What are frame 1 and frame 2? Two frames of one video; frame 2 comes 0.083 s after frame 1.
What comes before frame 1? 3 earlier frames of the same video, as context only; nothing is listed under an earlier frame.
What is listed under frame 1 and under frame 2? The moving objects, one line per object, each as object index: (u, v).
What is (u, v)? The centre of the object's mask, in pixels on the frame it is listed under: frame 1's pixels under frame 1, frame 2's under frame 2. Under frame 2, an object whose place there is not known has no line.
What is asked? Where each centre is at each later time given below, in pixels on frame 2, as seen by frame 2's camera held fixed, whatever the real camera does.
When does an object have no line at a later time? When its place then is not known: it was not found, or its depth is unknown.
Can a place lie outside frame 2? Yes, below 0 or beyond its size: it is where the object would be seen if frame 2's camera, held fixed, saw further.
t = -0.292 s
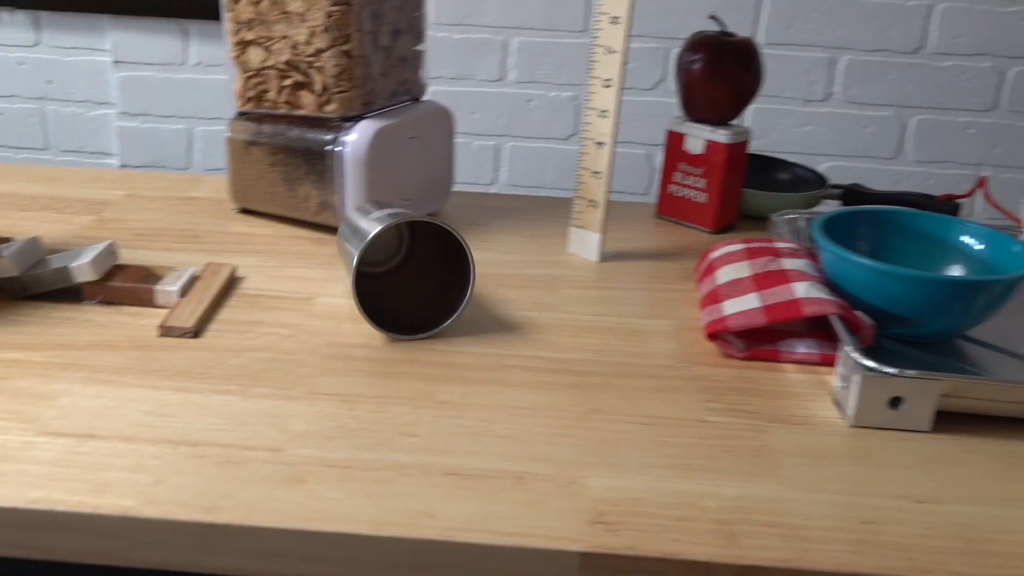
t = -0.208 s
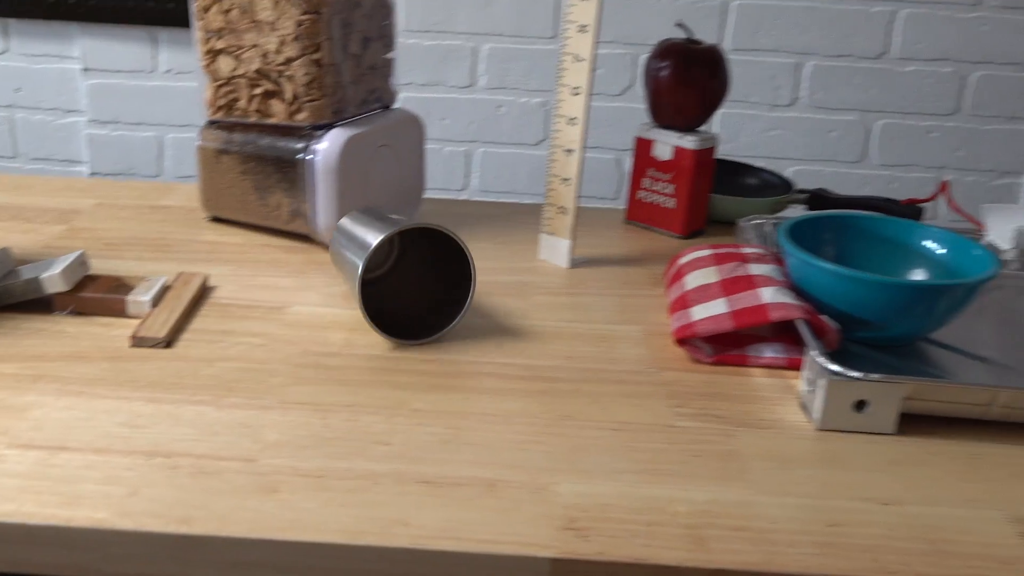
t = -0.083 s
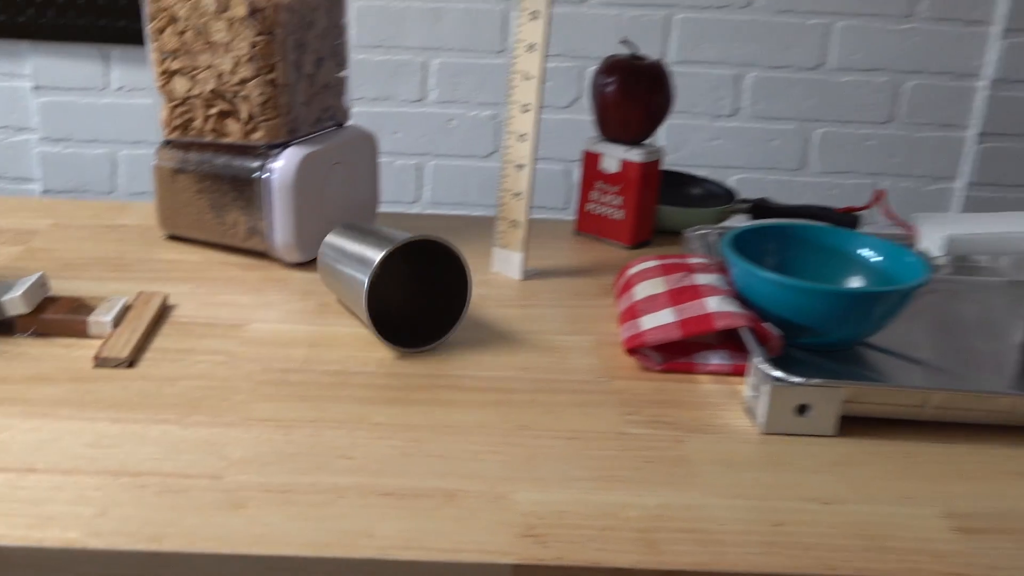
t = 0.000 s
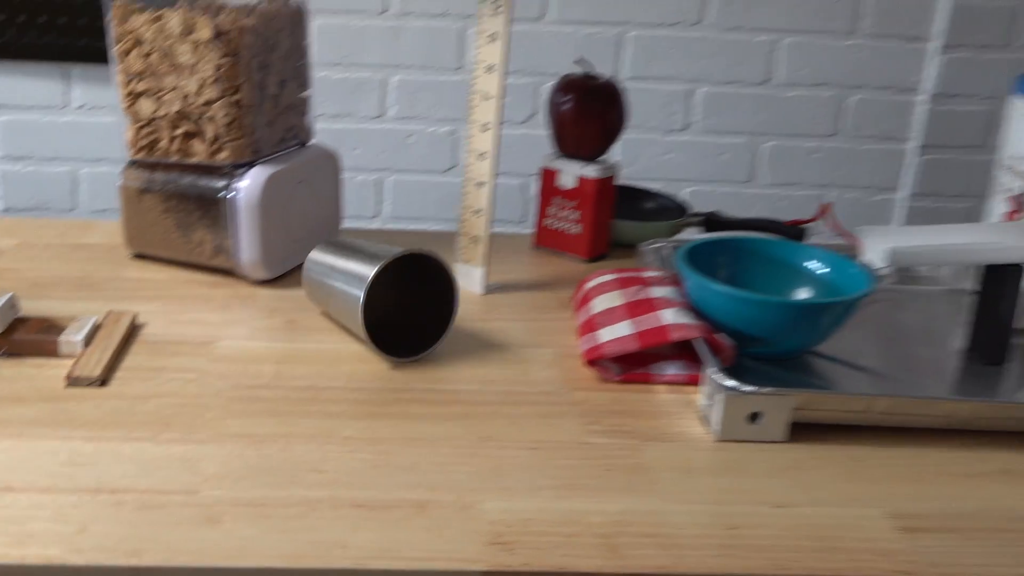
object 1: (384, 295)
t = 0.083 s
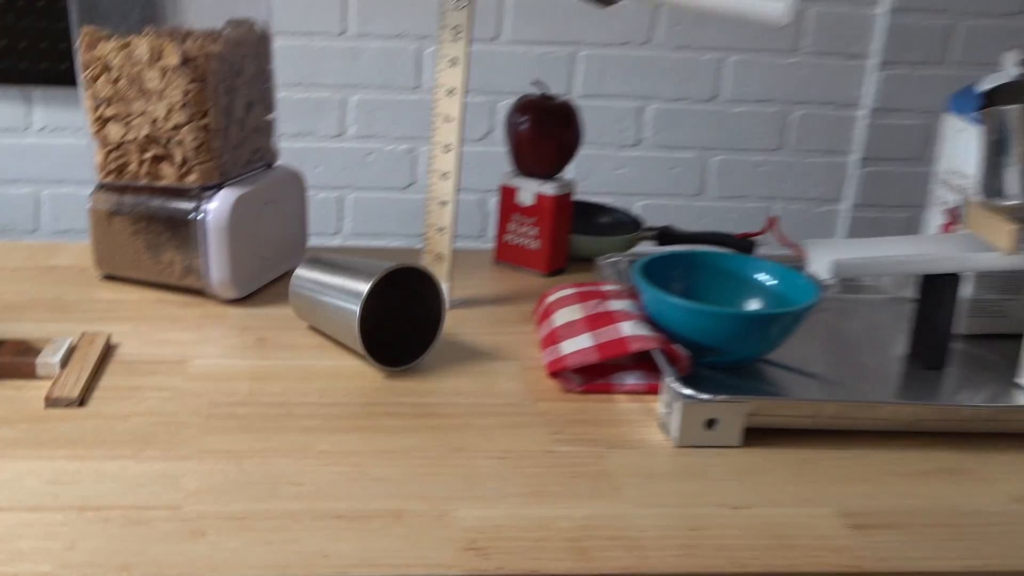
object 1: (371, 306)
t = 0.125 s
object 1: (379, 304)
